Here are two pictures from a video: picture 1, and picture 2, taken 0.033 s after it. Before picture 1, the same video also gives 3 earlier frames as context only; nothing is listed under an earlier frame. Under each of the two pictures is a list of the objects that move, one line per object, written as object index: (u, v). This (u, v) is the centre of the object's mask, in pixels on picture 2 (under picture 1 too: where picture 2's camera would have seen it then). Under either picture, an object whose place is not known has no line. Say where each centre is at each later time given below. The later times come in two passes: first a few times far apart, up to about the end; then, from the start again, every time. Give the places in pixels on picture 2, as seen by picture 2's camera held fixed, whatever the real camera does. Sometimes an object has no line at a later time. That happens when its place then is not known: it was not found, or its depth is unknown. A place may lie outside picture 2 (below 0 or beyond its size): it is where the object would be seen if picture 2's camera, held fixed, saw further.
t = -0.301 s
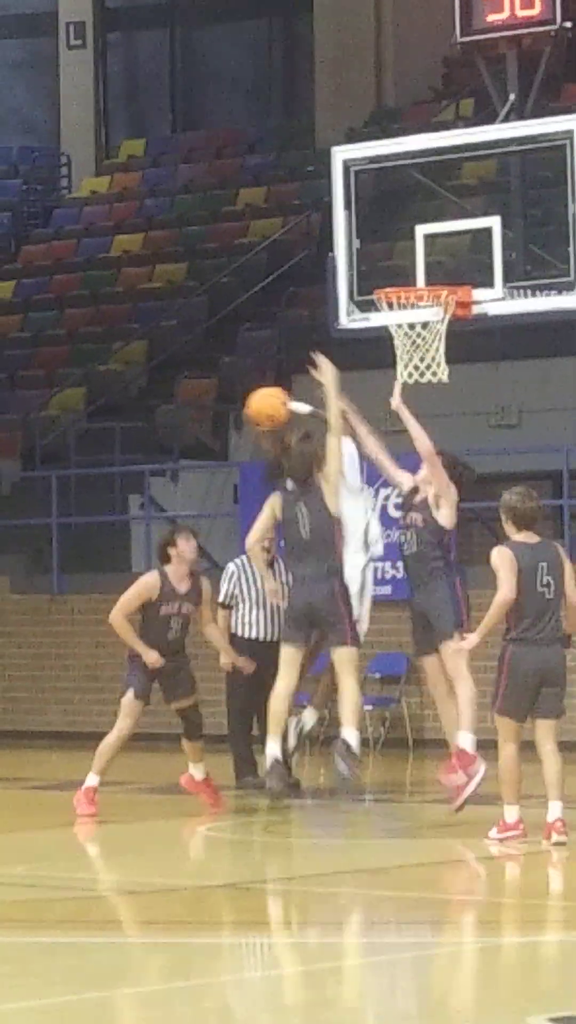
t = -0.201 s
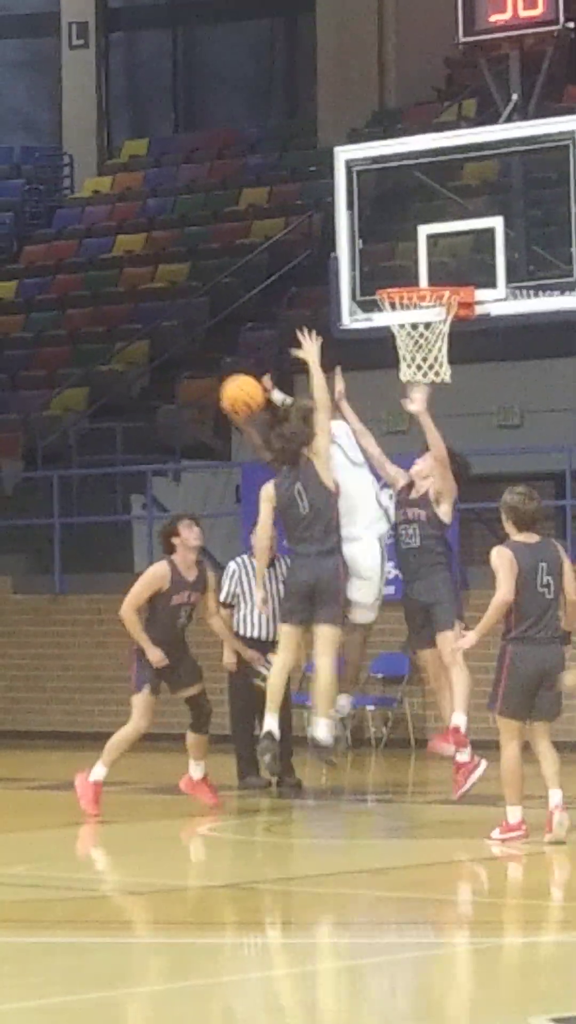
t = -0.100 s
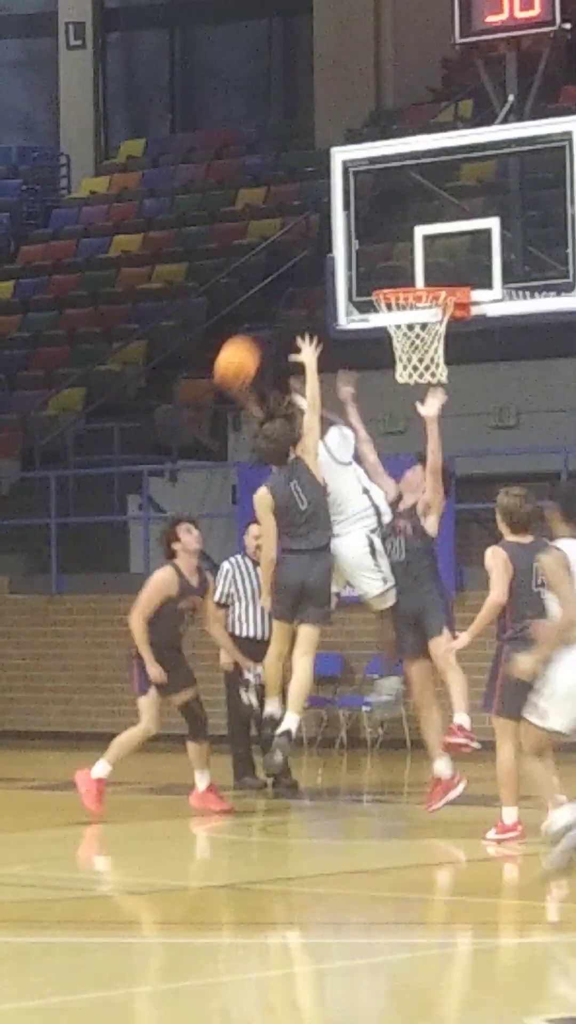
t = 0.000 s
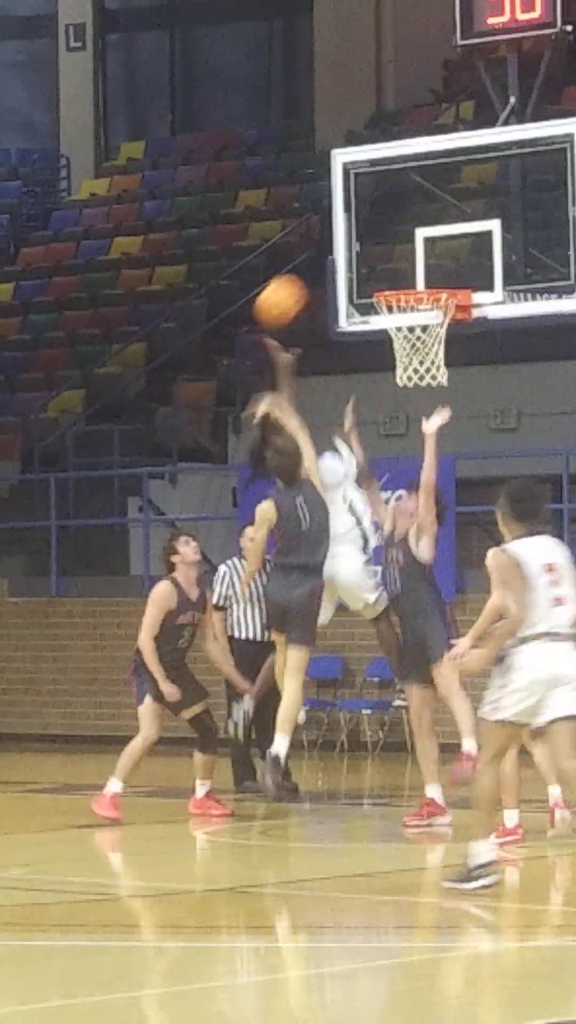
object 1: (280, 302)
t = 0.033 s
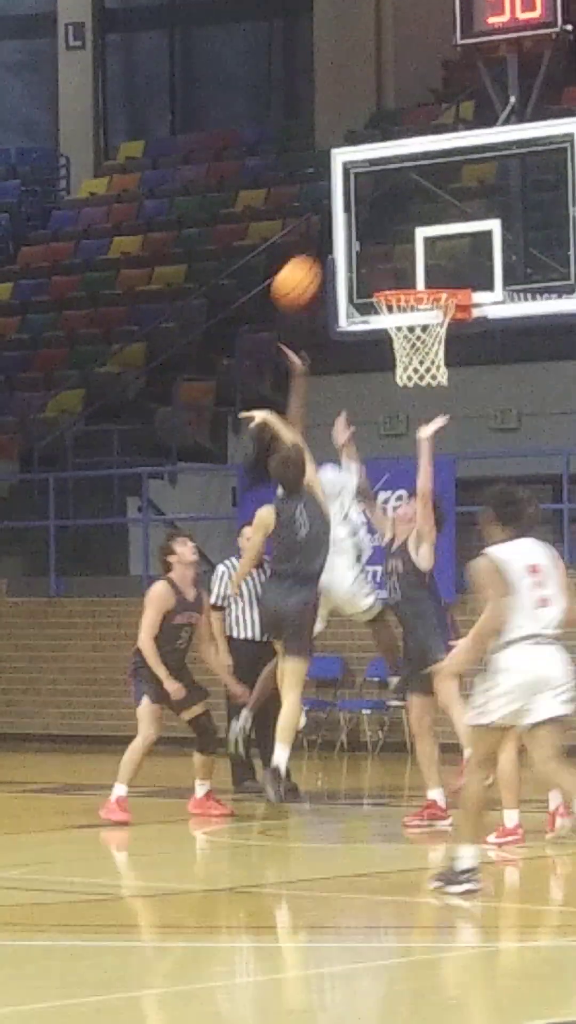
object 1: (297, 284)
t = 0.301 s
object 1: (364, 228)
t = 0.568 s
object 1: (348, 276)
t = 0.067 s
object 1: (311, 268)
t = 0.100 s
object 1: (327, 254)
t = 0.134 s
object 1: (347, 238)
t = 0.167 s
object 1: (363, 228)
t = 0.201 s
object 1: (364, 226)
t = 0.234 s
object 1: (364, 225)
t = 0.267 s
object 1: (364, 226)
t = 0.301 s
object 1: (364, 228)
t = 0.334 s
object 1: (364, 233)
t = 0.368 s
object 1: (365, 239)
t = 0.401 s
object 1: (364, 247)
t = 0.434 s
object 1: (364, 258)
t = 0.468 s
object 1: (365, 270)
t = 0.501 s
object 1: (362, 278)
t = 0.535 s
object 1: (355, 276)
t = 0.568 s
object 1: (348, 276)
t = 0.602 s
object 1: (342, 278)
